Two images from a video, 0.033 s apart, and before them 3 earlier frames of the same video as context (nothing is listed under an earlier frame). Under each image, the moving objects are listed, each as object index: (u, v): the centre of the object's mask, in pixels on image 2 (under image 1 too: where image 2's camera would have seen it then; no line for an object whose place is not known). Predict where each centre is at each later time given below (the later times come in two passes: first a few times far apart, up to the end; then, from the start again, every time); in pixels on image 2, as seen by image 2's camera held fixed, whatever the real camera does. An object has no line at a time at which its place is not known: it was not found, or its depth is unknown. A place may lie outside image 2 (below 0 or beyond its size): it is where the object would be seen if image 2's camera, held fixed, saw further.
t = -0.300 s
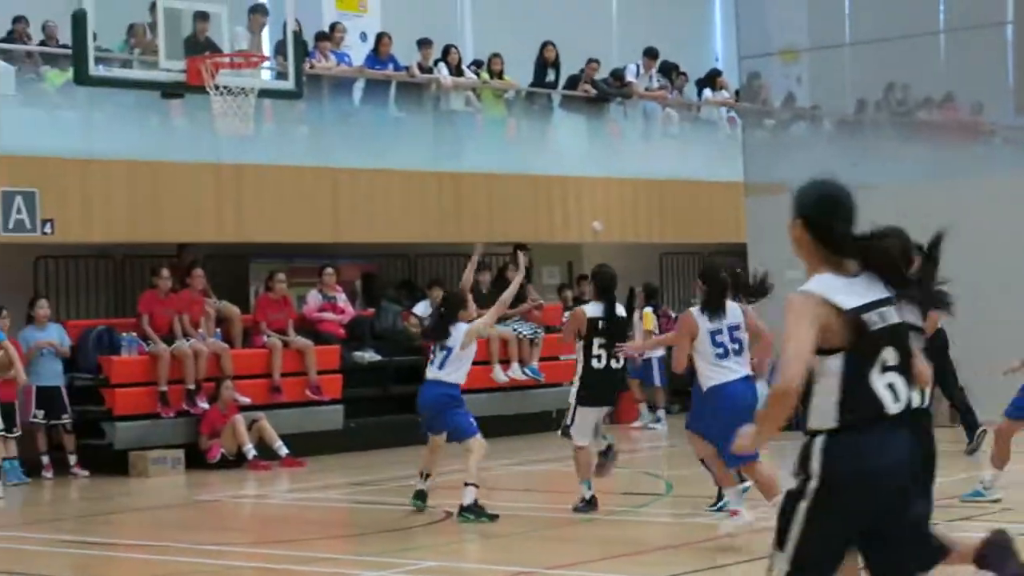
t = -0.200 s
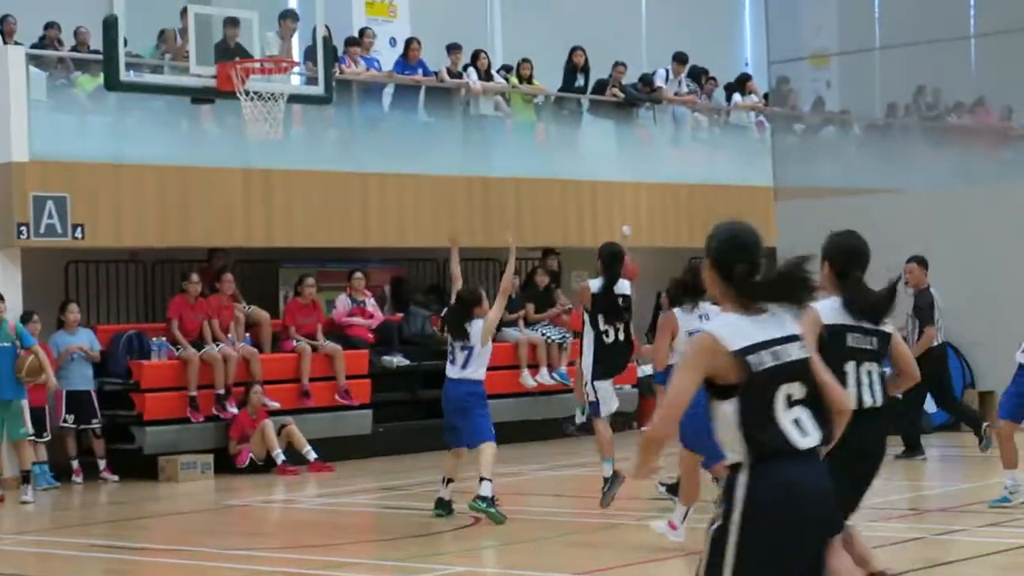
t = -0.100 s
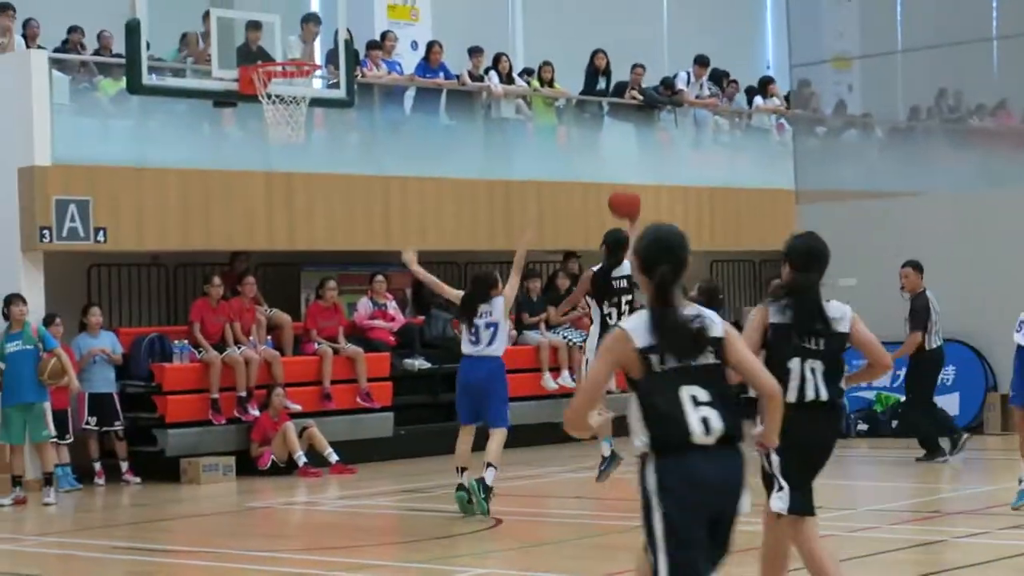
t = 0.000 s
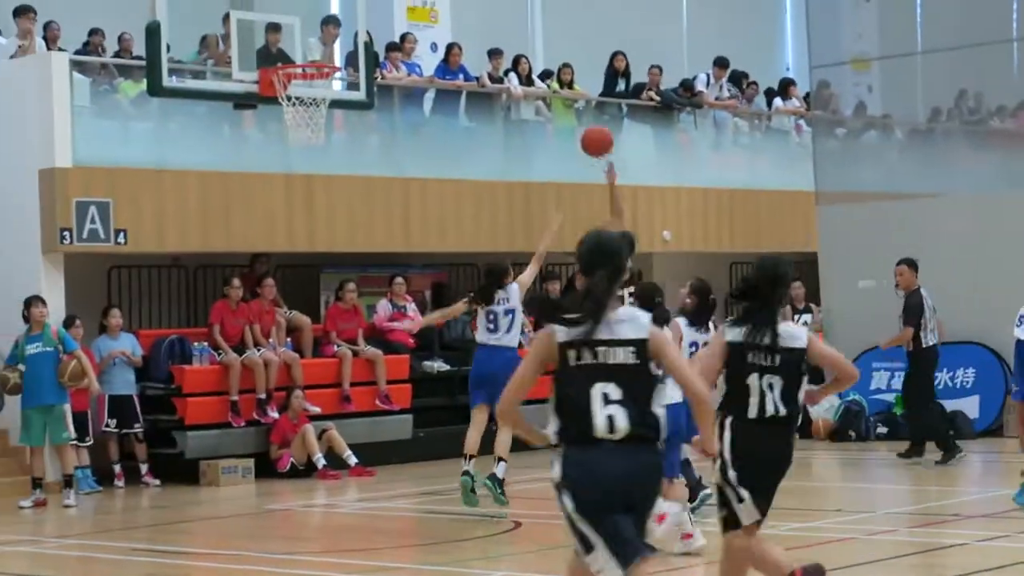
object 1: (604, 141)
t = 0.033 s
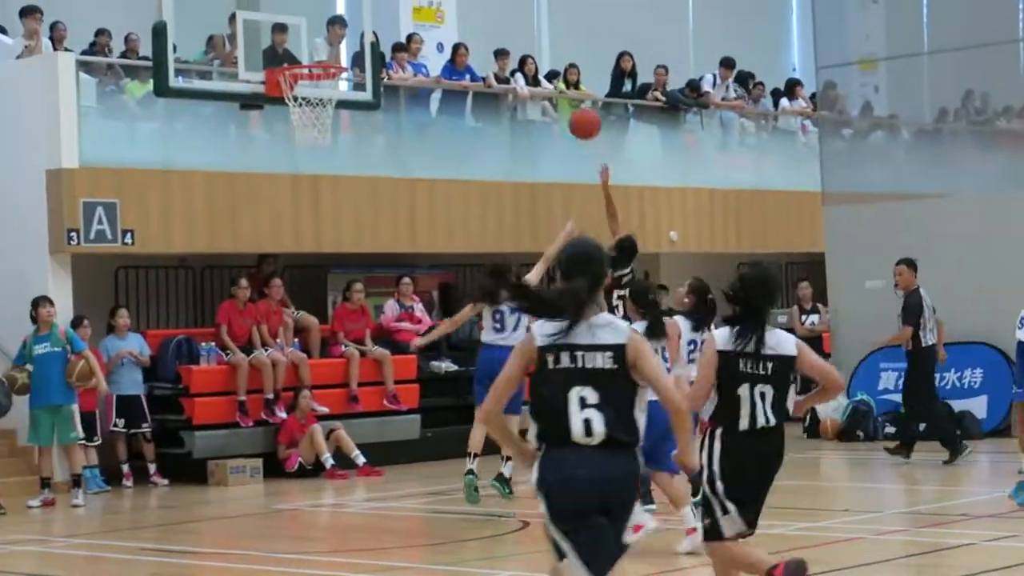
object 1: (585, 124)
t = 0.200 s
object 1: (493, 56)
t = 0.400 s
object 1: (383, 21)
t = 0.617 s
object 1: (300, 39)
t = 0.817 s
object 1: (344, 34)
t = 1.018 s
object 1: (428, 47)
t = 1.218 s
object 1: (515, 117)
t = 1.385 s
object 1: (588, 224)
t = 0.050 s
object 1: (575, 116)
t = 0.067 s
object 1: (565, 107)
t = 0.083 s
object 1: (557, 100)
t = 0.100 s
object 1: (548, 92)
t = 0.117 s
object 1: (539, 85)
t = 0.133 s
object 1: (529, 78)
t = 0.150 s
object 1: (521, 71)
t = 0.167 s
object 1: (512, 66)
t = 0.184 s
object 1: (502, 60)
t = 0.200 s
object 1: (493, 56)
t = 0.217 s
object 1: (484, 50)
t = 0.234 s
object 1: (474, 46)
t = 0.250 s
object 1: (466, 42)
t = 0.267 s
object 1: (456, 38)
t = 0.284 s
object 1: (448, 35)
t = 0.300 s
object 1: (438, 32)
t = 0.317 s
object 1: (429, 29)
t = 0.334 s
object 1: (419, 27)
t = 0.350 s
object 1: (410, 25)
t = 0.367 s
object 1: (401, 23)
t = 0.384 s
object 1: (392, 22)
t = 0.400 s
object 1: (383, 21)
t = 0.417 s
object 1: (374, 21)
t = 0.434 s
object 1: (364, 21)
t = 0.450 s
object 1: (355, 22)
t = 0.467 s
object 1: (346, 23)
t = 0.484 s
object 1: (337, 24)
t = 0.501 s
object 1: (328, 26)
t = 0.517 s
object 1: (318, 28)
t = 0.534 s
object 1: (309, 30)
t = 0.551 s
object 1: (307, 32)
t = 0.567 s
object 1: (305, 33)
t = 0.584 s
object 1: (304, 32)
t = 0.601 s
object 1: (302, 36)
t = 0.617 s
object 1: (300, 39)
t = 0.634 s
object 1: (299, 42)
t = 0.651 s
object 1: (297, 46)
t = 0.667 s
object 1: (295, 48)
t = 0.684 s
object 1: (293, 52)
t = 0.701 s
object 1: (294, 52)
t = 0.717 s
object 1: (302, 50)
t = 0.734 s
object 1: (310, 47)
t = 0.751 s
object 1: (316, 44)
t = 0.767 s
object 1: (324, 40)
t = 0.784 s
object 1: (330, 38)
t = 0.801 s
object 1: (337, 36)
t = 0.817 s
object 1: (344, 34)
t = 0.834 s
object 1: (351, 32)
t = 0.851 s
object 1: (359, 32)
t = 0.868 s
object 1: (365, 31)
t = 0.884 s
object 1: (372, 32)
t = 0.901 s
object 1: (379, 32)
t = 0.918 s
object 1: (386, 31)
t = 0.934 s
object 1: (393, 34)
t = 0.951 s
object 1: (400, 37)
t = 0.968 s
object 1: (408, 39)
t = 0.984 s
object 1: (414, 40)
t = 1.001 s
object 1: (422, 43)
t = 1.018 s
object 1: (428, 47)
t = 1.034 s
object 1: (436, 50)
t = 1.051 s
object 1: (443, 54)
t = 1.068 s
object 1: (450, 58)
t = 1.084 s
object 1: (458, 63)
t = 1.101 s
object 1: (465, 69)
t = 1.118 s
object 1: (473, 74)
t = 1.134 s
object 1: (479, 81)
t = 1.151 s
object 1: (487, 88)
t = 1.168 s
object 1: (494, 95)
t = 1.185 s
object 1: (501, 102)
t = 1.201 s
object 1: (509, 109)
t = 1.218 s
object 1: (515, 117)
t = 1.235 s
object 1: (523, 127)
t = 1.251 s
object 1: (530, 135)
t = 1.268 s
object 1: (537, 145)
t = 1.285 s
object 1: (545, 155)
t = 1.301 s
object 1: (552, 165)
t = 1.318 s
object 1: (559, 177)
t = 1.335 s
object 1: (566, 188)
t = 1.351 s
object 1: (573, 199)
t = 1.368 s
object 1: (581, 212)
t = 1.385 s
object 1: (588, 224)
